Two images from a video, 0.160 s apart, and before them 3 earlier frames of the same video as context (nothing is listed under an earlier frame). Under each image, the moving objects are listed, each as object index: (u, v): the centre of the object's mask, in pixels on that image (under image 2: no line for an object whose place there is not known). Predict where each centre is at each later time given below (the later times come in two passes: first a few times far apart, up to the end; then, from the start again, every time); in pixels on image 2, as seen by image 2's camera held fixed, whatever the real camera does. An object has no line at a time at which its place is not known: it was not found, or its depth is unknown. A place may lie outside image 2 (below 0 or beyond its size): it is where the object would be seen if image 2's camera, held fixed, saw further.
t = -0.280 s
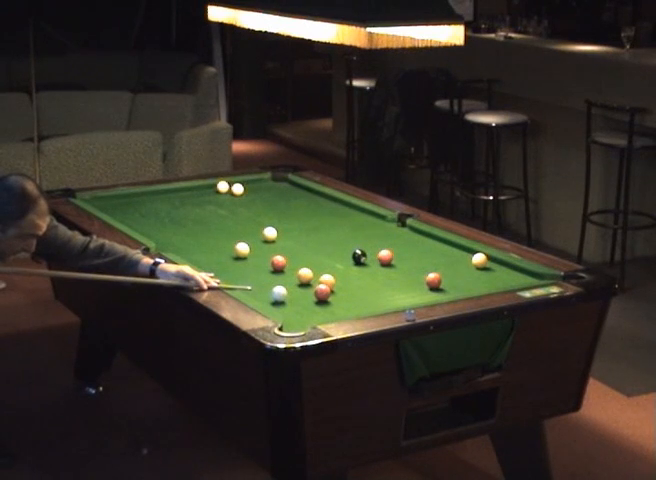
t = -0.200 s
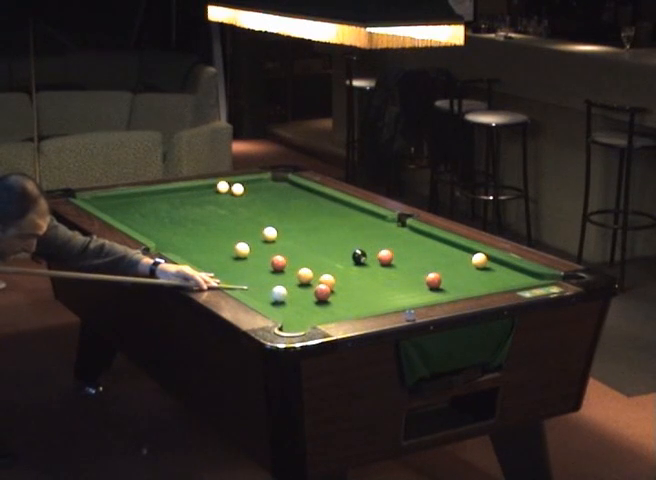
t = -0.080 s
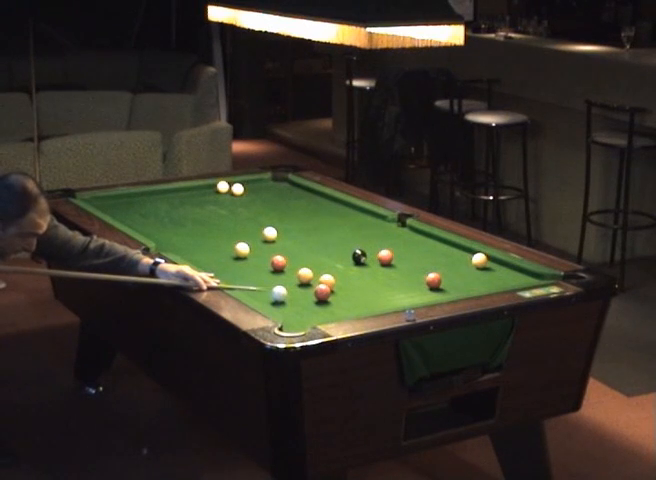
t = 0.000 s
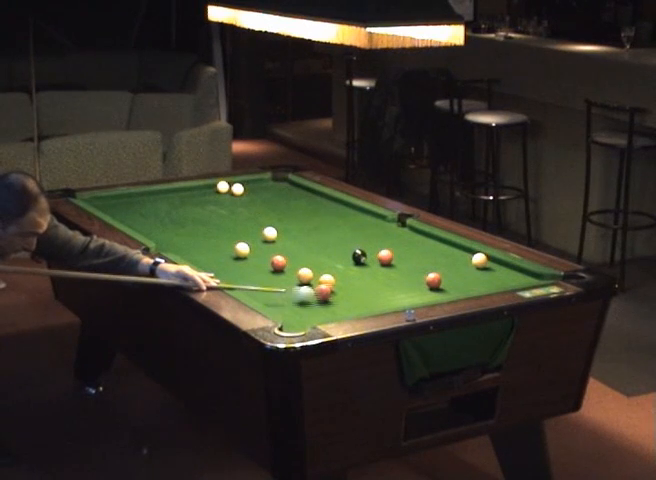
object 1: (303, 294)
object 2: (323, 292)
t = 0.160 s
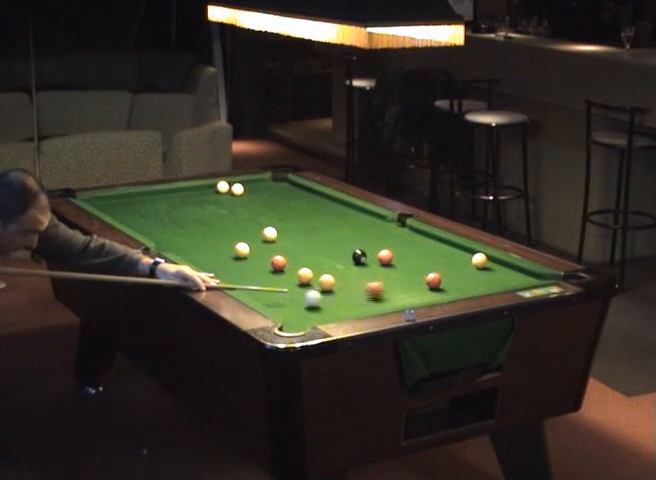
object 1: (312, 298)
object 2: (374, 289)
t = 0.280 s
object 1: (325, 301)
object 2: (407, 288)
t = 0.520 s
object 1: (349, 305)
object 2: (466, 284)
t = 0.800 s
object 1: (372, 307)
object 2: (532, 277)
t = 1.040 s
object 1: (369, 305)
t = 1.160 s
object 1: (368, 303)
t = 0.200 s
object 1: (317, 299)
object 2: (385, 288)
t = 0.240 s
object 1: (321, 300)
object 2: (395, 288)
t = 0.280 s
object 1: (325, 301)
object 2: (407, 288)
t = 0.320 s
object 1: (329, 302)
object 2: (416, 287)
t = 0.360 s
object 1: (333, 303)
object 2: (426, 287)
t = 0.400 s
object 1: (337, 304)
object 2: (437, 286)
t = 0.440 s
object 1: (342, 304)
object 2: (447, 285)
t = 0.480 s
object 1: (345, 305)
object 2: (457, 285)
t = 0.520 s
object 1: (349, 305)
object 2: (466, 284)
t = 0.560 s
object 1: (354, 306)
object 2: (476, 283)
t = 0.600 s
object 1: (357, 306)
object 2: (485, 282)
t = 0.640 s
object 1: (361, 306)
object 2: (494, 281)
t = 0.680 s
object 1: (365, 307)
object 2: (504, 279)
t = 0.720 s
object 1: (369, 307)
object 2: (514, 279)
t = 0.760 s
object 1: (372, 308)
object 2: (521, 278)
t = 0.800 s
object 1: (372, 307)
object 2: (532, 277)
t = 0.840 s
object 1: (372, 307)
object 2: (541, 276)
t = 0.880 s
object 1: (371, 306)
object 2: (550, 276)
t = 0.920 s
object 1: (371, 306)
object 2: (557, 276)
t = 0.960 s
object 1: (370, 305)
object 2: (562, 278)
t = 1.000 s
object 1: (370, 305)
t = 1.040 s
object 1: (369, 305)
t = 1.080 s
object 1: (369, 304)
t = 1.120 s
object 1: (369, 303)
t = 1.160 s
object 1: (368, 303)
